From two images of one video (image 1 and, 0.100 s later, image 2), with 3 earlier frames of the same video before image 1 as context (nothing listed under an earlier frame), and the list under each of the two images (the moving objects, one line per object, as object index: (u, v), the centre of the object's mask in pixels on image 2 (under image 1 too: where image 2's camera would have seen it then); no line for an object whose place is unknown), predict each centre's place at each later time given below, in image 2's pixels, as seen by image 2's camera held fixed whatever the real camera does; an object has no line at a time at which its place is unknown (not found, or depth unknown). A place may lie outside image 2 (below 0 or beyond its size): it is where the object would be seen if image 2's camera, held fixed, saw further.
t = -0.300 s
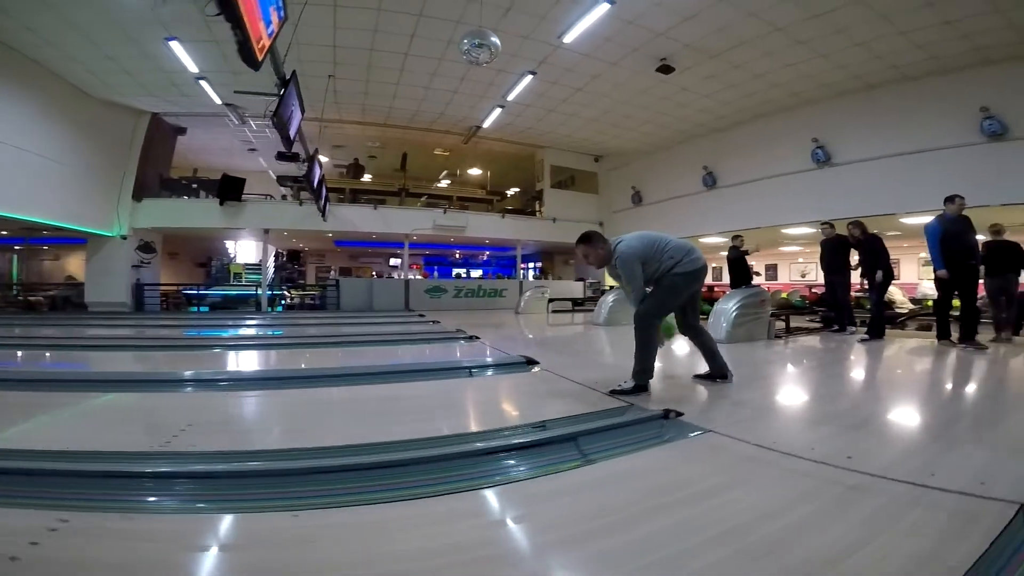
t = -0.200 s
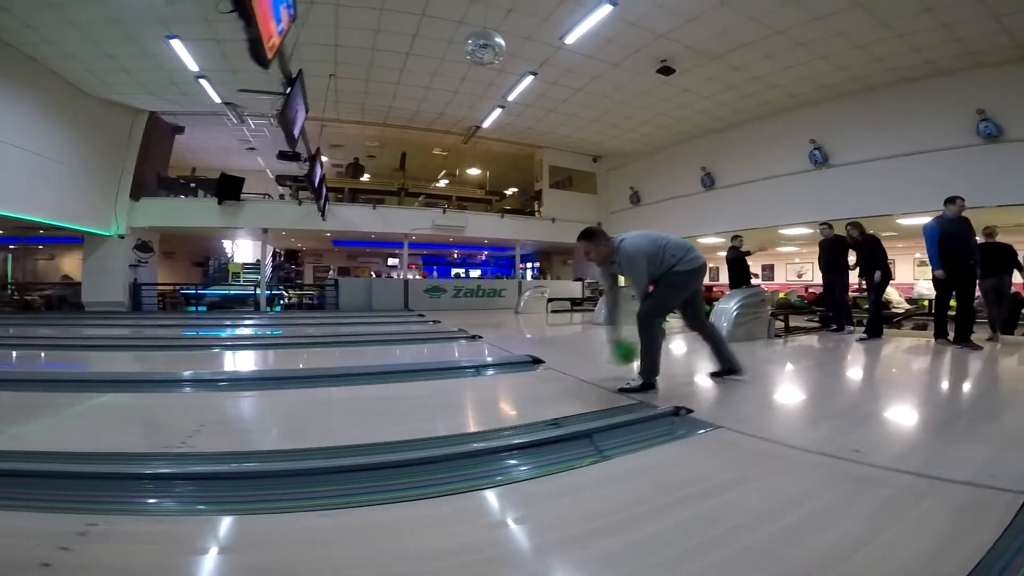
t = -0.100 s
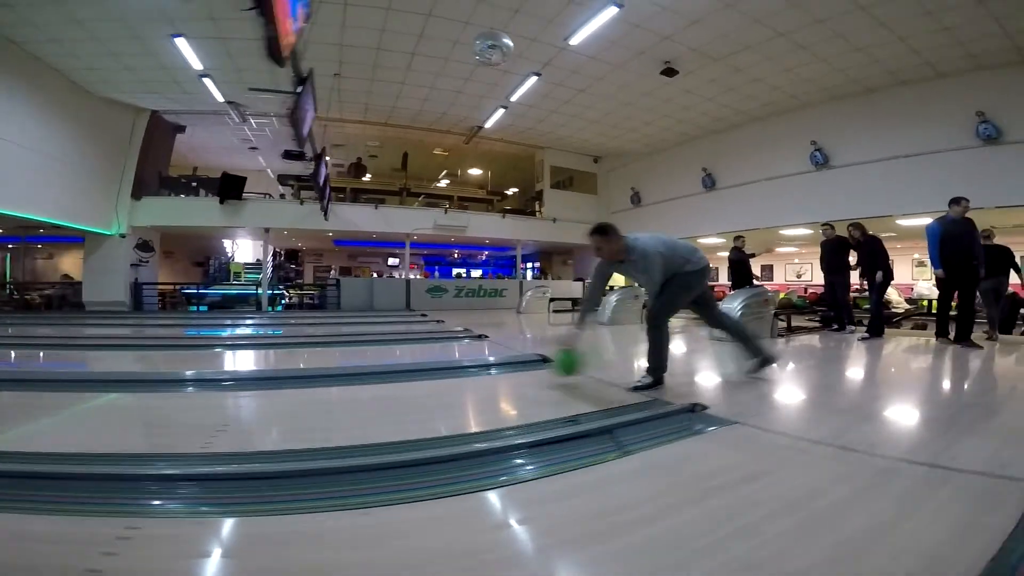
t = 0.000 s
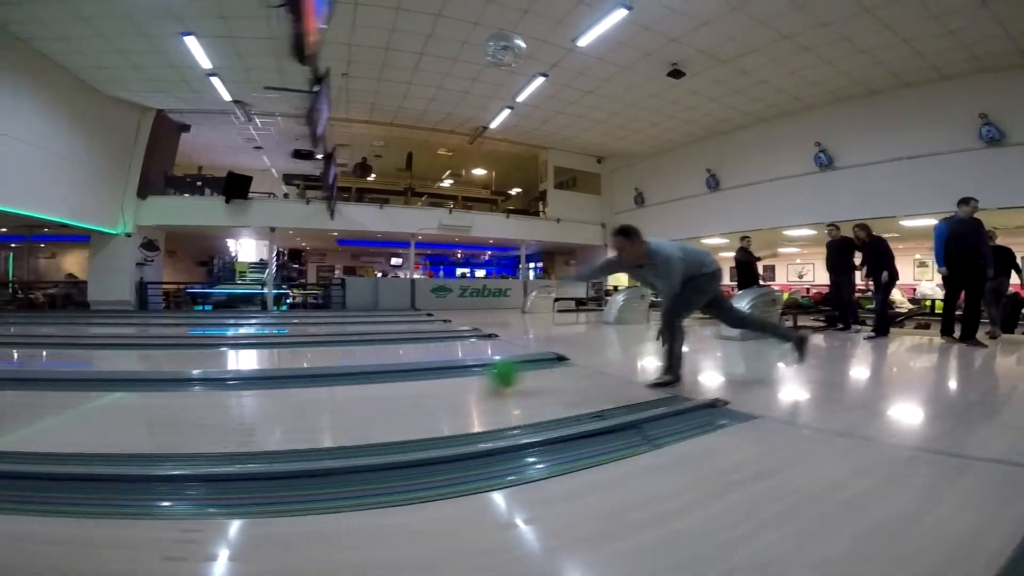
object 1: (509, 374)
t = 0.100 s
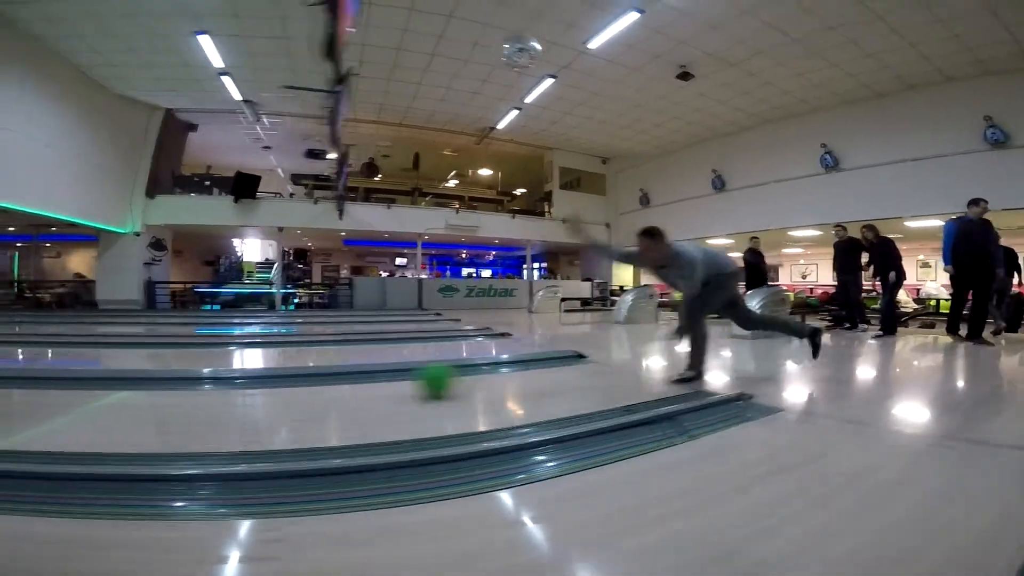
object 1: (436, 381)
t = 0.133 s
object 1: (420, 383)
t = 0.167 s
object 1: (396, 384)
